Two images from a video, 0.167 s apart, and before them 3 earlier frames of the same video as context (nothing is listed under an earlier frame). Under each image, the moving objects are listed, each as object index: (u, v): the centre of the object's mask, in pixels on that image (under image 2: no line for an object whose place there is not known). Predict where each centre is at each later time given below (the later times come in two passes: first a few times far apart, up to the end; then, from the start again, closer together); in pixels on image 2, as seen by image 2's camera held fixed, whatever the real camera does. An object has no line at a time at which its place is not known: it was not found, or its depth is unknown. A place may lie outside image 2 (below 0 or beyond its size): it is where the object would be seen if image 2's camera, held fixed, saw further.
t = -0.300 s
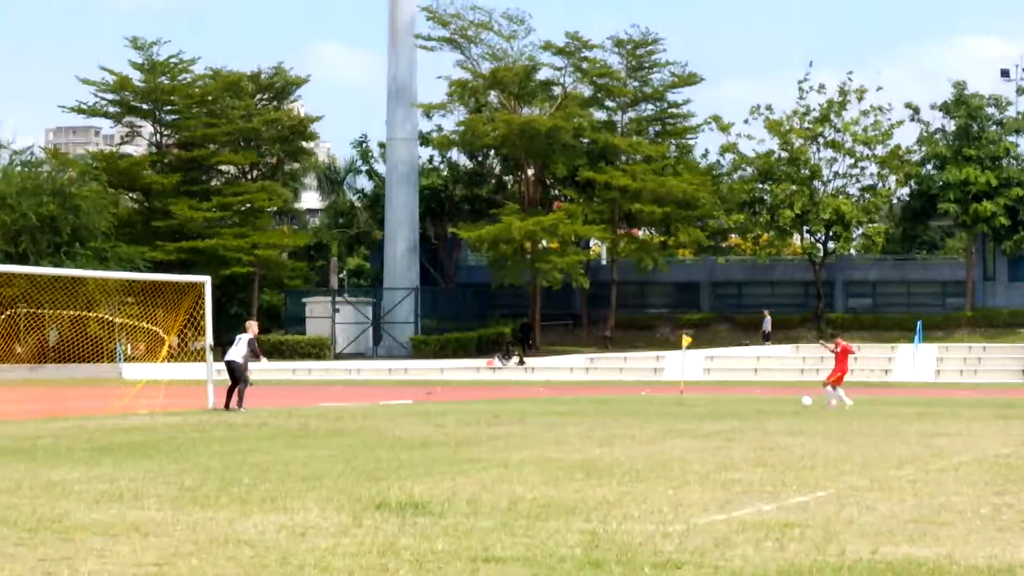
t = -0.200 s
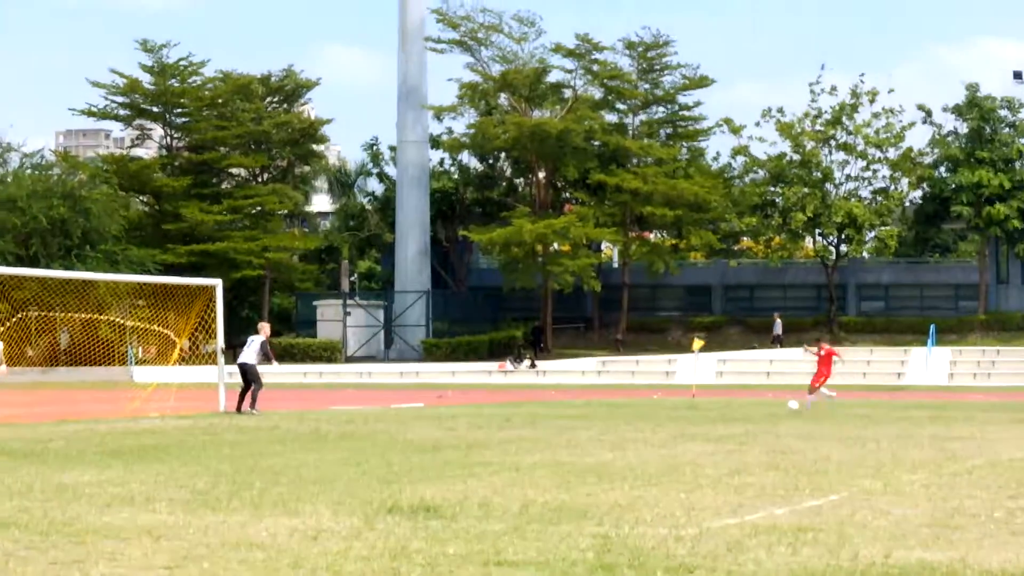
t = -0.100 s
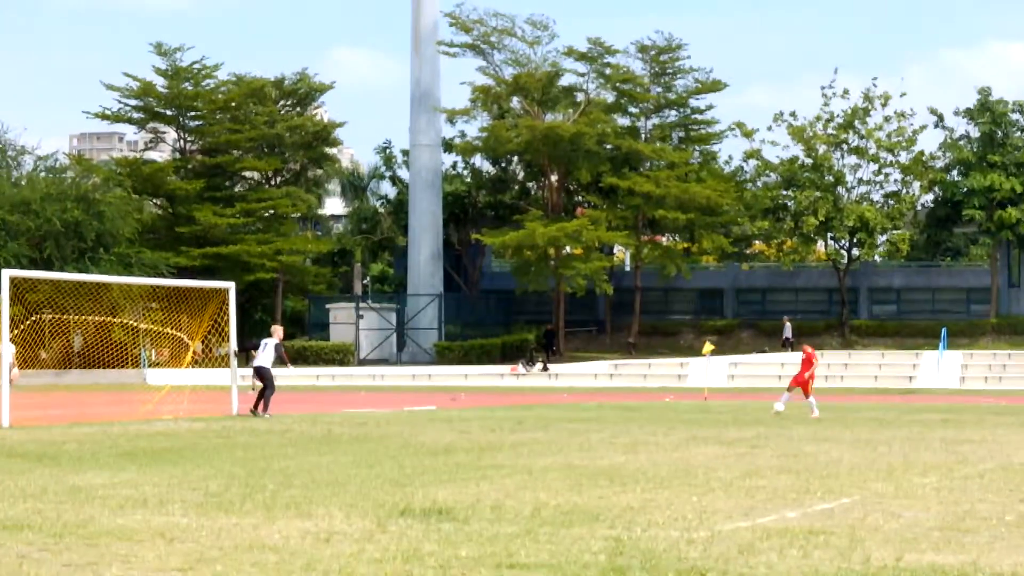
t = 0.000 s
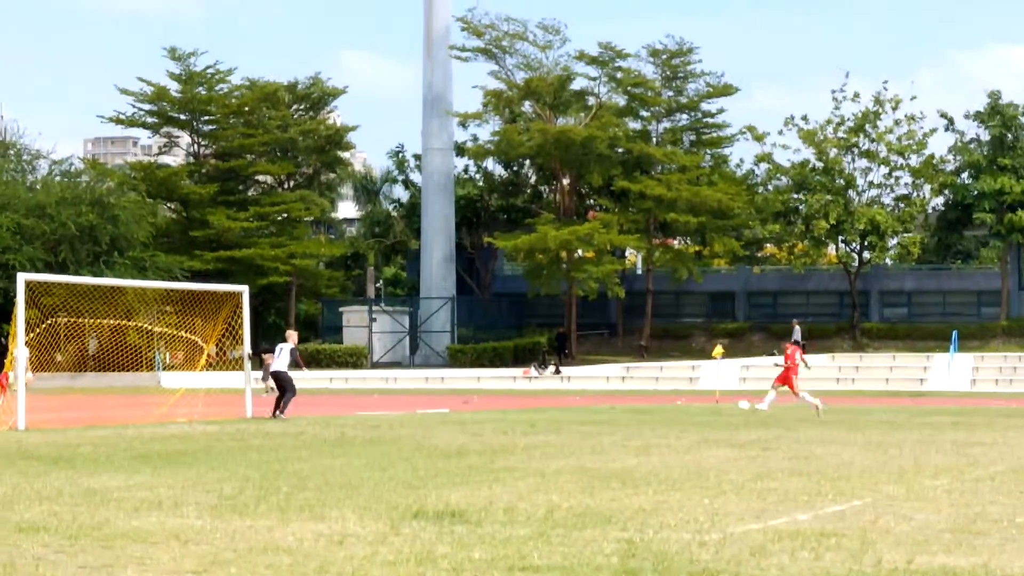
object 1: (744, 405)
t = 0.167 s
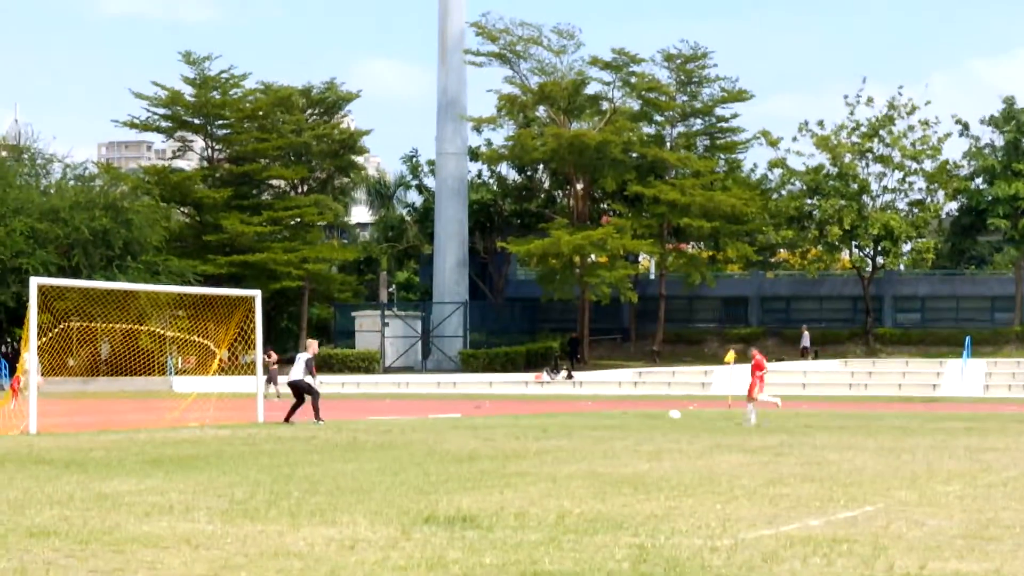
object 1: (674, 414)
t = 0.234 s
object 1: (641, 420)
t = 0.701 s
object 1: (430, 421)
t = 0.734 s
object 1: (416, 419)
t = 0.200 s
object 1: (658, 417)
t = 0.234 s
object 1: (641, 420)
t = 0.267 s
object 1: (625, 420)
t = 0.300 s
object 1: (611, 417)
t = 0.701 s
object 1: (430, 421)
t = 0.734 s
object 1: (416, 419)
